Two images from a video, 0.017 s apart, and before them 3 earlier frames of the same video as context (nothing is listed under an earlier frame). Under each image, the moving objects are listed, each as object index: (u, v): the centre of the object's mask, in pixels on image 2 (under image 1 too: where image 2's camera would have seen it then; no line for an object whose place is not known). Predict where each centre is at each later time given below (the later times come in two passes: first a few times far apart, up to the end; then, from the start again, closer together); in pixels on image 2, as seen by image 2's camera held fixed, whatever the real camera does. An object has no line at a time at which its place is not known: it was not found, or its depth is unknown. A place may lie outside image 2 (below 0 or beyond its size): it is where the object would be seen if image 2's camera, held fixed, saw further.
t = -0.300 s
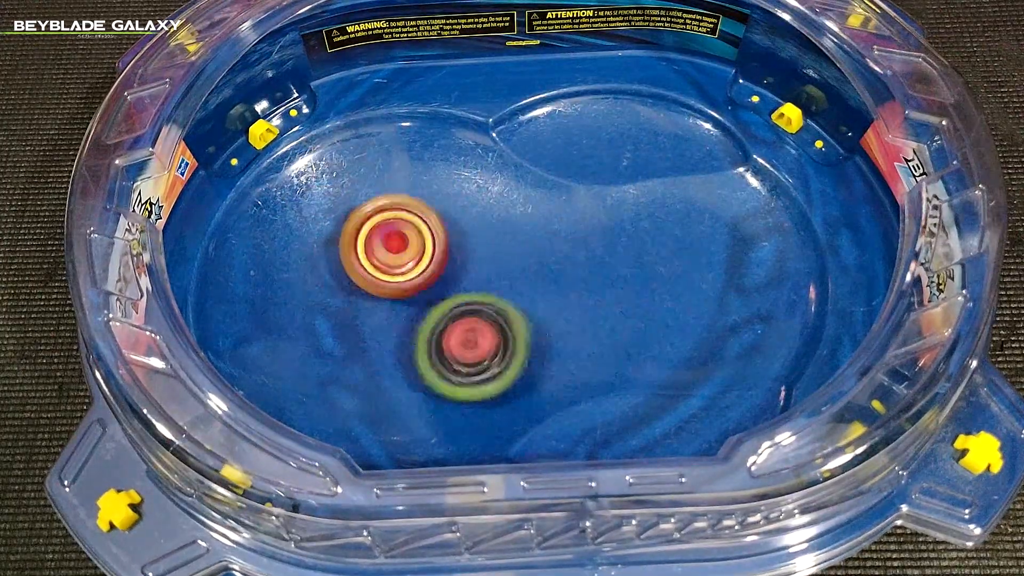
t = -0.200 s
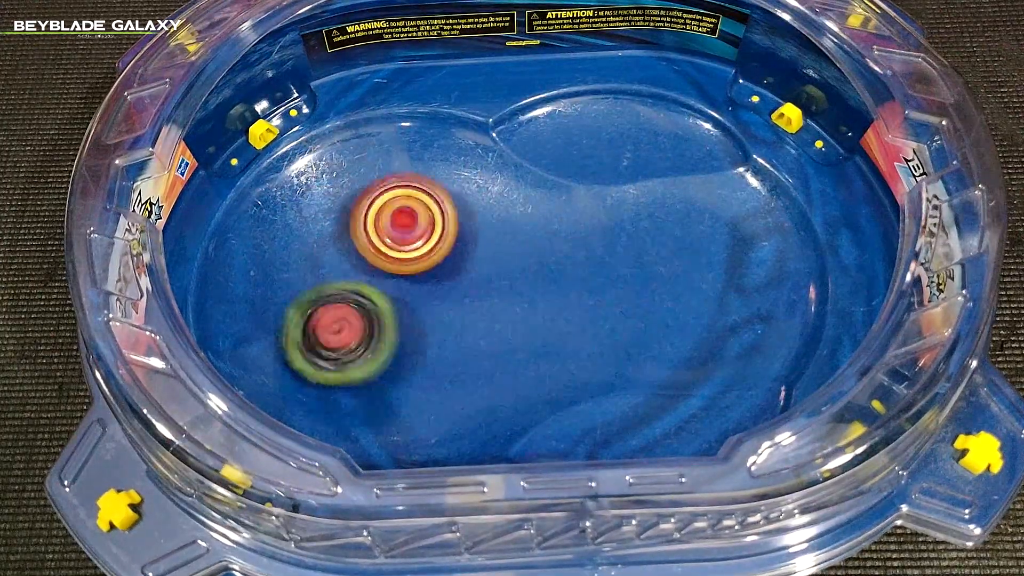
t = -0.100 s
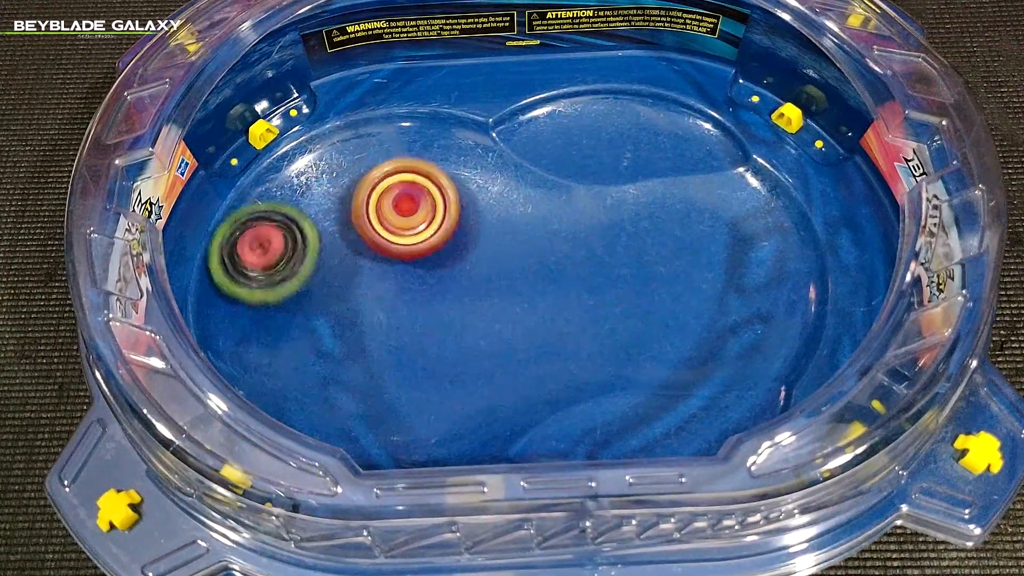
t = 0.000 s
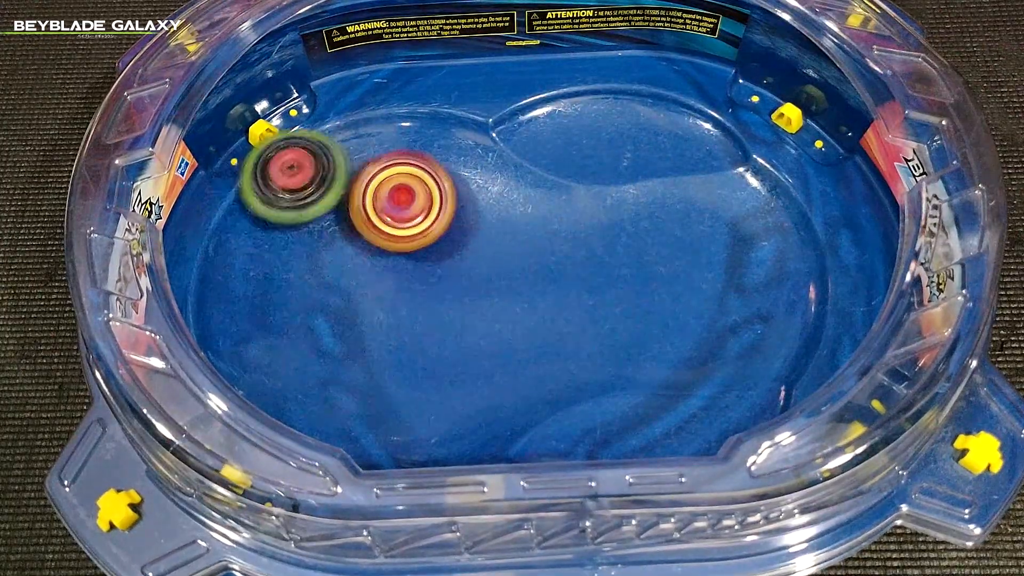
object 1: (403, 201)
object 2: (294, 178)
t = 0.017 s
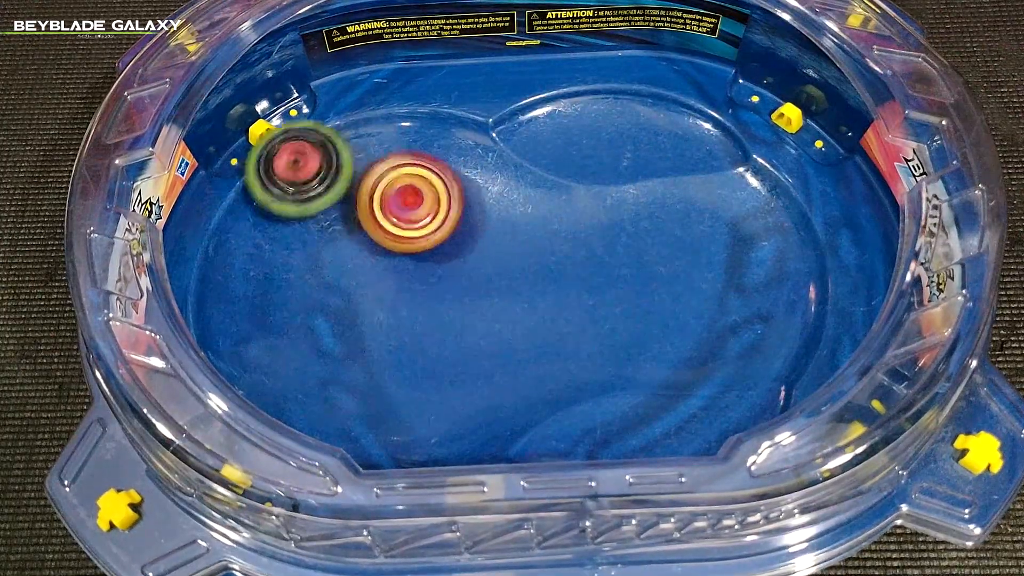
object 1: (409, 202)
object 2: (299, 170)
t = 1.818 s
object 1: (588, 239)
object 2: (376, 190)
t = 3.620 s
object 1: (704, 346)
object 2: (443, 214)
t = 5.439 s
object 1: (391, 184)
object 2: (407, 350)
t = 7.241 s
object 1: (523, 300)
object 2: (398, 279)
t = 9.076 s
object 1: (454, 339)
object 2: (397, 253)
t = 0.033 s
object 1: (418, 204)
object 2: (304, 164)
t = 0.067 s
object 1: (432, 208)
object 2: (320, 159)
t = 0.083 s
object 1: (437, 209)
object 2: (332, 161)
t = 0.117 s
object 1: (458, 216)
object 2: (346, 162)
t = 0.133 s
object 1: (479, 224)
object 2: (346, 159)
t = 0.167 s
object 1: (514, 237)
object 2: (350, 159)
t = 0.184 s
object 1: (529, 243)
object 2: (355, 161)
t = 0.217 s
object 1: (557, 252)
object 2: (369, 169)
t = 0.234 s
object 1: (571, 255)
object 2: (379, 175)
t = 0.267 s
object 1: (600, 261)
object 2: (401, 188)
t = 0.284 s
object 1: (615, 263)
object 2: (415, 197)
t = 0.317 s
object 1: (643, 265)
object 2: (440, 217)
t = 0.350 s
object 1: (672, 266)
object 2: (460, 241)
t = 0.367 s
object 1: (685, 267)
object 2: (466, 253)
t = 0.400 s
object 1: (713, 269)
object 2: (474, 277)
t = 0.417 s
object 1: (726, 270)
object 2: (475, 289)
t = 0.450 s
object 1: (752, 272)
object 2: (472, 314)
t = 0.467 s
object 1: (764, 273)
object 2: (468, 327)
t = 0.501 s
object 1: (787, 269)
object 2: (456, 351)
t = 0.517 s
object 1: (793, 264)
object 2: (446, 361)
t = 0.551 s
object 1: (801, 259)
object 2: (423, 380)
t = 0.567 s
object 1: (802, 254)
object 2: (409, 387)
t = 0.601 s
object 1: (802, 248)
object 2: (378, 396)
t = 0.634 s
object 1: (799, 241)
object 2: (345, 395)
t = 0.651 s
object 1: (796, 236)
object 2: (329, 391)
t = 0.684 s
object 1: (790, 226)
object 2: (301, 377)
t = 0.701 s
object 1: (785, 221)
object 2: (287, 367)
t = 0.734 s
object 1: (767, 216)
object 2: (266, 344)
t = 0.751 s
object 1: (756, 214)
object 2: (258, 330)
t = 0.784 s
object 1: (735, 208)
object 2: (251, 296)
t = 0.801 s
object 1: (726, 206)
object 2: (252, 279)
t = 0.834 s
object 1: (709, 203)
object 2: (263, 245)
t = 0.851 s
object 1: (702, 203)
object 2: (272, 230)
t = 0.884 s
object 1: (690, 202)
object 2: (299, 204)
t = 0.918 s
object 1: (678, 202)
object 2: (335, 185)
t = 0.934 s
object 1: (673, 202)
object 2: (355, 179)
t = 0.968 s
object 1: (660, 202)
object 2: (397, 175)
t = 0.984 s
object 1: (654, 202)
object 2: (417, 177)
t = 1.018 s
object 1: (642, 202)
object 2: (456, 187)
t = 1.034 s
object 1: (636, 203)
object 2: (474, 196)
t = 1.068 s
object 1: (623, 203)
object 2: (506, 217)
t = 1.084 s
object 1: (616, 202)
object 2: (518, 230)
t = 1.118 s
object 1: (625, 189)
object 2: (519, 267)
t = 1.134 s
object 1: (630, 185)
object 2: (518, 284)
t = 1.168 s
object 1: (635, 179)
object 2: (513, 322)
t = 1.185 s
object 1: (636, 178)
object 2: (510, 339)
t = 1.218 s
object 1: (635, 179)
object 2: (499, 372)
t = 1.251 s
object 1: (627, 182)
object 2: (479, 399)
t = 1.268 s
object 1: (622, 184)
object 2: (465, 408)
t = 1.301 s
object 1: (609, 188)
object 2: (433, 417)
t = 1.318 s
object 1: (603, 190)
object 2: (415, 418)
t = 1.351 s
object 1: (589, 192)
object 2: (378, 413)
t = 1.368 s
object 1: (582, 193)
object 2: (360, 407)
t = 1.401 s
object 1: (567, 194)
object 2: (325, 389)
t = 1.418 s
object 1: (560, 194)
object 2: (310, 378)
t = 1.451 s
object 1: (546, 195)
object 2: (286, 351)
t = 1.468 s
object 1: (538, 195)
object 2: (278, 334)
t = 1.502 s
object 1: (523, 195)
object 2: (272, 299)
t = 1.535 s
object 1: (508, 197)
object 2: (278, 265)
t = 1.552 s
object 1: (502, 197)
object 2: (285, 249)
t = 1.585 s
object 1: (488, 199)
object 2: (308, 223)
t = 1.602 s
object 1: (481, 200)
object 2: (321, 212)
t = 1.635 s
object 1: (468, 201)
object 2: (354, 194)
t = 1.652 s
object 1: (477, 203)
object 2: (356, 187)
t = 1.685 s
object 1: (513, 210)
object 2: (346, 176)
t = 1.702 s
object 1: (528, 214)
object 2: (344, 174)
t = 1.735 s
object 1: (552, 223)
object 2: (344, 172)
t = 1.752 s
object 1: (561, 227)
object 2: (348, 173)
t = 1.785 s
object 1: (578, 235)
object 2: (360, 180)
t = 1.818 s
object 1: (588, 239)
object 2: (376, 190)
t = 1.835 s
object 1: (592, 240)
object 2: (386, 196)
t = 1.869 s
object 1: (600, 241)
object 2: (408, 209)
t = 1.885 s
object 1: (603, 241)
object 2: (418, 218)
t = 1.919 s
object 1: (611, 243)
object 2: (433, 237)
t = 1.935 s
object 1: (615, 244)
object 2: (439, 247)
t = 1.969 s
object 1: (622, 246)
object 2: (446, 269)
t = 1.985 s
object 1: (626, 247)
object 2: (446, 280)
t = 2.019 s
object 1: (633, 250)
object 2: (443, 302)
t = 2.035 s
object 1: (636, 252)
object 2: (440, 314)
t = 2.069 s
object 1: (645, 255)
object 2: (428, 338)
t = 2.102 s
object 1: (652, 259)
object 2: (412, 358)
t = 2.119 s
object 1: (656, 261)
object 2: (402, 366)
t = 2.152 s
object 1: (661, 266)
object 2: (379, 379)
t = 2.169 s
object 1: (664, 268)
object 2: (367, 381)
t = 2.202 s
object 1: (671, 274)
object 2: (344, 382)
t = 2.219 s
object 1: (674, 276)
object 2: (332, 380)
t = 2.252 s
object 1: (680, 281)
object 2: (311, 369)
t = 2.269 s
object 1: (682, 284)
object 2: (305, 361)
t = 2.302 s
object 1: (687, 292)
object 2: (291, 343)
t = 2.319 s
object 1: (690, 295)
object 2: (287, 331)
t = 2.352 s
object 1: (695, 301)
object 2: (285, 307)
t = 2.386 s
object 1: (699, 307)
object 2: (288, 282)
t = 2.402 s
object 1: (701, 311)
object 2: (294, 270)
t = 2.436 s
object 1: (706, 319)
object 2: (311, 249)
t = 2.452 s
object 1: (709, 321)
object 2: (322, 240)
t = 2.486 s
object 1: (714, 327)
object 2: (350, 228)
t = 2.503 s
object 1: (716, 329)
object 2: (364, 226)
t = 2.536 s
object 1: (722, 335)
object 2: (394, 225)
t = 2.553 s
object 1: (725, 336)
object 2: (408, 227)
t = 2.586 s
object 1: (733, 338)
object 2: (433, 236)
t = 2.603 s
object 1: (737, 338)
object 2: (444, 241)
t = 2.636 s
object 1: (744, 336)
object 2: (463, 257)
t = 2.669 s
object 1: (753, 333)
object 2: (477, 275)
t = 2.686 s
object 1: (756, 329)
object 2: (483, 285)
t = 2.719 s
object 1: (760, 322)
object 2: (494, 306)
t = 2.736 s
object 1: (762, 318)
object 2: (499, 317)
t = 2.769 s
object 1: (765, 311)
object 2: (508, 340)
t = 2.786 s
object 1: (765, 306)
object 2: (509, 351)
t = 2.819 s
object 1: (763, 299)
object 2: (508, 371)
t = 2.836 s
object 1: (761, 297)
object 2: (503, 379)
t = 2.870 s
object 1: (757, 293)
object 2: (491, 391)
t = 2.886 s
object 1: (754, 291)
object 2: (483, 396)
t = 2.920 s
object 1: (746, 290)
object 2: (462, 402)
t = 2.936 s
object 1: (742, 291)
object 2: (451, 404)
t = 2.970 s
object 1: (736, 292)
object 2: (427, 406)
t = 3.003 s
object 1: (728, 294)
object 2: (403, 404)
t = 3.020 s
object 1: (723, 296)
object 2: (389, 402)
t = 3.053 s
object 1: (714, 299)
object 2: (367, 392)
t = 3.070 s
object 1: (709, 300)
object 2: (357, 385)
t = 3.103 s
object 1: (700, 301)
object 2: (341, 367)
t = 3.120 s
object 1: (694, 303)
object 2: (336, 357)
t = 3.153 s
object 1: (685, 304)
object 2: (331, 334)
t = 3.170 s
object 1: (681, 305)
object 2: (333, 322)
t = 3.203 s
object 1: (671, 305)
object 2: (339, 299)
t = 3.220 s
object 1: (666, 305)
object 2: (347, 287)
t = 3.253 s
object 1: (656, 306)
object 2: (362, 269)
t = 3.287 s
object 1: (646, 304)
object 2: (383, 256)
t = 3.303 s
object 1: (641, 304)
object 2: (392, 252)
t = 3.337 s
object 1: (630, 302)
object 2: (415, 247)
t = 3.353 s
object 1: (626, 301)
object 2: (425, 247)
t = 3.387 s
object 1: (616, 298)
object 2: (448, 246)
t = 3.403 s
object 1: (611, 297)
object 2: (459, 248)
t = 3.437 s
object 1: (601, 294)
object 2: (480, 251)
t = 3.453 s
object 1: (596, 292)
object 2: (491, 253)
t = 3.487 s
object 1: (620, 305)
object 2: (481, 243)
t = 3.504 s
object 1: (638, 316)
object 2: (473, 237)
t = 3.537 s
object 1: (666, 330)
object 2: (459, 227)
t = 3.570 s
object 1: (685, 341)
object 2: (449, 220)
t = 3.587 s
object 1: (694, 344)
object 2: (446, 217)
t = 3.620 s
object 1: (704, 346)
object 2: (443, 214)
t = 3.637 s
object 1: (708, 347)
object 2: (442, 213)
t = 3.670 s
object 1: (718, 346)
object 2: (446, 212)
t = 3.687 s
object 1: (722, 345)
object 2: (448, 211)
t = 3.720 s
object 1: (730, 343)
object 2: (456, 212)
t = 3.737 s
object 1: (735, 341)
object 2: (460, 212)
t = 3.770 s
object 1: (742, 336)
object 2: (472, 213)
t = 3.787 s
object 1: (746, 334)
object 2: (478, 214)
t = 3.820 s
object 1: (752, 327)
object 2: (492, 219)
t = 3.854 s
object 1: (756, 321)
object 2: (503, 226)
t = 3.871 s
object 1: (758, 317)
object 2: (507, 232)
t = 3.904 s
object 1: (759, 309)
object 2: (508, 242)
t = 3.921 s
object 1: (760, 306)
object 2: (506, 248)
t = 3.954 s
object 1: (759, 299)
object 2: (498, 259)
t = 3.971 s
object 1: (757, 296)
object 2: (491, 264)
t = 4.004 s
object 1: (754, 292)
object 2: (476, 273)
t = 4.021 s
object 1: (753, 290)
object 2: (467, 278)
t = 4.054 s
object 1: (747, 287)
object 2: (449, 286)
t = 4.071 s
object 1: (744, 286)
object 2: (438, 291)
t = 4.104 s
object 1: (738, 284)
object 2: (419, 299)
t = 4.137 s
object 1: (731, 283)
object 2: (398, 305)
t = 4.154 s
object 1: (729, 283)
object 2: (388, 308)
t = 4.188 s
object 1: (721, 283)
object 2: (367, 308)
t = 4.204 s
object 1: (718, 283)
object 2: (357, 307)
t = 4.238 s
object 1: (711, 281)
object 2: (341, 299)
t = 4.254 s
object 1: (707, 282)
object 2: (335, 295)
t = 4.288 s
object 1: (700, 280)
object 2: (328, 280)
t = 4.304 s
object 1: (695, 279)
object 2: (326, 274)
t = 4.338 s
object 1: (687, 278)
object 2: (329, 257)
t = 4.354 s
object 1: (683, 277)
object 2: (331, 249)
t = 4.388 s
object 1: (674, 275)
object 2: (342, 234)
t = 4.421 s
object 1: (666, 272)
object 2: (356, 221)
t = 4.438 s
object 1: (661, 271)
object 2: (364, 217)
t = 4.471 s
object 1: (653, 268)
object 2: (384, 211)
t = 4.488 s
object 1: (650, 266)
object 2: (393, 211)
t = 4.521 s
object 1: (640, 264)
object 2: (412, 215)
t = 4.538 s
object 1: (636, 262)
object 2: (421, 219)
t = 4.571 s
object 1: (628, 258)
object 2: (434, 232)
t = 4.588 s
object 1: (624, 256)
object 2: (440, 239)
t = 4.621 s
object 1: (616, 252)
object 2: (445, 256)
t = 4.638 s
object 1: (611, 250)
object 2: (446, 264)
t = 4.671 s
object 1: (605, 246)
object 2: (442, 282)
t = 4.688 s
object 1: (600, 244)
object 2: (439, 292)
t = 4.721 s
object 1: (592, 239)
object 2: (431, 311)
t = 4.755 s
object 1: (583, 234)
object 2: (420, 331)
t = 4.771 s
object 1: (579, 232)
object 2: (414, 338)
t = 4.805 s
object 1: (570, 227)
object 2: (398, 351)
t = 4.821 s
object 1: (565, 225)
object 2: (389, 356)
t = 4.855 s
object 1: (556, 220)
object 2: (369, 360)
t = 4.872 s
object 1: (551, 217)
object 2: (359, 361)
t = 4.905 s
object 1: (541, 213)
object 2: (341, 356)
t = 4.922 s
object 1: (536, 211)
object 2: (331, 351)
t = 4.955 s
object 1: (521, 207)
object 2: (316, 338)
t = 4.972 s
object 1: (512, 205)
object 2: (311, 328)
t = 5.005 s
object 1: (491, 201)
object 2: (305, 309)
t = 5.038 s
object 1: (469, 200)
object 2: (308, 287)
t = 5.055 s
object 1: (458, 199)
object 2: (312, 277)
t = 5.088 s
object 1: (436, 200)
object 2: (325, 258)
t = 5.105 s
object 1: (427, 201)
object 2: (334, 252)
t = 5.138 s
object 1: (435, 189)
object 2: (334, 251)
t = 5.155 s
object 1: (440, 182)
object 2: (335, 254)
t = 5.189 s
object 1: (445, 173)
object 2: (342, 261)
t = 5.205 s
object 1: (447, 170)
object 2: (347, 262)
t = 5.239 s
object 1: (445, 166)
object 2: (363, 267)
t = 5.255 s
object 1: (442, 165)
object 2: (372, 271)
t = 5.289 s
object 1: (432, 167)
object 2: (387, 281)
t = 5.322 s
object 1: (422, 169)
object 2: (397, 295)
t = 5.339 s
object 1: (417, 171)
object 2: (401, 304)
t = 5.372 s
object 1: (408, 175)
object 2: (406, 320)
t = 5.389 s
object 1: (404, 178)
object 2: (407, 328)
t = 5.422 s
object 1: (395, 181)
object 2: (408, 343)
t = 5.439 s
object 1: (391, 184)
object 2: (407, 350)
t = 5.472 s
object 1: (385, 188)
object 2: (403, 362)
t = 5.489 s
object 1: (382, 190)
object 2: (400, 368)
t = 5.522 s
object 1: (375, 195)
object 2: (389, 376)
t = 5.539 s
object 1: (373, 199)
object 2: (382, 378)
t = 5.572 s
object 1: (368, 205)
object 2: (369, 377)
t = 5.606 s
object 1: (365, 214)
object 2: (355, 369)
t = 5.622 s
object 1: (363, 217)
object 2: (349, 363)
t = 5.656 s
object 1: (361, 226)
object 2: (341, 347)
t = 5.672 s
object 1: (361, 230)
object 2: (342, 339)
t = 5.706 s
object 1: (364, 224)
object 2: (342, 331)
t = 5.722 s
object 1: (367, 221)
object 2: (342, 328)
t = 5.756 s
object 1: (371, 219)
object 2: (347, 319)
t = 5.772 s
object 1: (374, 214)
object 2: (349, 319)
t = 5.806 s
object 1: (381, 207)
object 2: (358, 314)
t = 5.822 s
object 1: (382, 206)
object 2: (363, 312)
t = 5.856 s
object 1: (384, 203)
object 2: (377, 308)
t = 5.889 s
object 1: (386, 200)
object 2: (389, 311)
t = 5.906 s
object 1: (386, 199)
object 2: (394, 312)
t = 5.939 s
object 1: (387, 198)
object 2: (408, 317)
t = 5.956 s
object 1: (387, 199)
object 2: (415, 320)
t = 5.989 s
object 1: (388, 198)
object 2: (430, 327)
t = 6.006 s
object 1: (389, 200)
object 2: (435, 330)
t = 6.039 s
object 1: (390, 201)
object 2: (448, 338)
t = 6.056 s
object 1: (392, 202)
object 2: (454, 340)
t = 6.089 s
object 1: (394, 205)
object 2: (461, 347)
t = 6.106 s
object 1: (396, 206)
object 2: (462, 351)
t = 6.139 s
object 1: (399, 208)
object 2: (461, 358)
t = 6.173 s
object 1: (403, 212)
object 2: (454, 362)
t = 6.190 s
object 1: (405, 214)
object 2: (449, 362)
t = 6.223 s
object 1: (410, 217)
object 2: (438, 362)
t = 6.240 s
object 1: (412, 218)
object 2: (434, 361)
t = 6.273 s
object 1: (416, 222)
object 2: (426, 353)
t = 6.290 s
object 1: (418, 224)
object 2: (422, 349)
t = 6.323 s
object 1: (423, 228)
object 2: (419, 339)
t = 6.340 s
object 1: (425, 228)
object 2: (420, 335)
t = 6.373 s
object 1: (430, 225)
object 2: (422, 333)
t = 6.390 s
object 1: (434, 225)
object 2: (421, 333)
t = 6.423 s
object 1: (438, 224)
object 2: (423, 335)
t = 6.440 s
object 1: (442, 219)
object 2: (425, 340)
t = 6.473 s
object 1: (447, 214)
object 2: (425, 345)
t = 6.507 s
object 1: (450, 215)
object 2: (420, 348)
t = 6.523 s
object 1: (452, 214)
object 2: (417, 349)
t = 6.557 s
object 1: (456, 216)
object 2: (412, 348)
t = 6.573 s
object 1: (457, 216)
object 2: (410, 347)
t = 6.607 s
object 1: (460, 219)
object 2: (403, 345)
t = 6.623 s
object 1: (461, 221)
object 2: (401, 342)
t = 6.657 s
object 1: (464, 223)
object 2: (398, 336)
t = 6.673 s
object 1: (467, 225)
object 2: (396, 333)
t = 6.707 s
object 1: (469, 229)
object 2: (394, 326)
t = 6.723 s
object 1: (471, 231)
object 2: (394, 322)
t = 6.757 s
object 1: (479, 236)
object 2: (393, 313)
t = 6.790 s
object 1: (485, 238)
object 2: (389, 312)
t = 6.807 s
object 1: (486, 240)
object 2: (387, 310)
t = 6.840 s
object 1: (490, 242)
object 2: (381, 305)
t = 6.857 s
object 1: (493, 245)
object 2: (379, 304)
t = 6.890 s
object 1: (496, 249)
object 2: (376, 299)
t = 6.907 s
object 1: (499, 250)
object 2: (376, 294)
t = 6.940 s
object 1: (503, 254)
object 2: (376, 286)
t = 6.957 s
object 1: (504, 255)
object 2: (378, 282)
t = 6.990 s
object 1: (509, 259)
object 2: (384, 275)
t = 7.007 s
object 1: (510, 262)
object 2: (388, 273)
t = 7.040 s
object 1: (513, 266)
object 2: (396, 271)
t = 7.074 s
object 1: (517, 270)
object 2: (403, 270)
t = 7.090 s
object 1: (519, 273)
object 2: (404, 270)
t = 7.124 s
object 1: (519, 279)
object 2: (406, 272)
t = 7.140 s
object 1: (520, 280)
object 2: (407, 273)
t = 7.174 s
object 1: (521, 287)
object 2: (408, 275)
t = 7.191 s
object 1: (523, 290)
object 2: (404, 275)
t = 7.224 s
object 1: (524, 296)
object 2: (400, 277)
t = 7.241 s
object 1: (523, 300)
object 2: (398, 279)
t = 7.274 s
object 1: (521, 306)
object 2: (392, 281)
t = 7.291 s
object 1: (521, 309)
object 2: (388, 281)
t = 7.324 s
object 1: (520, 314)
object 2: (382, 285)
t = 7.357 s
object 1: (519, 320)
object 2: (378, 286)
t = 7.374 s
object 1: (519, 322)
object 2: (373, 285)
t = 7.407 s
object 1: (517, 327)
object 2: (367, 283)
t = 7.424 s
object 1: (516, 330)
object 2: (366, 281)
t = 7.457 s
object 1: (515, 334)
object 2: (364, 274)
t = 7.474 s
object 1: (515, 337)
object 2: (365, 269)
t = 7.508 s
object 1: (513, 341)
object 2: (368, 263)
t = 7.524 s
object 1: (513, 342)
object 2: (371, 260)
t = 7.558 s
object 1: (511, 345)
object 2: (379, 256)
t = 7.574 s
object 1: (508, 346)
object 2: (384, 257)
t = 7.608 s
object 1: (506, 348)
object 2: (391, 261)
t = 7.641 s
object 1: (504, 350)
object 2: (395, 268)
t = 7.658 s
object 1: (503, 351)
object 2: (394, 273)
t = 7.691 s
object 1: (501, 352)
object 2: (393, 284)
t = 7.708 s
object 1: (500, 352)
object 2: (390, 290)
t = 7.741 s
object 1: (496, 351)
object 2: (384, 300)
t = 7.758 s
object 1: (494, 351)
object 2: (382, 306)
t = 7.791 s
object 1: (489, 350)
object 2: (372, 314)
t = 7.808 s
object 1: (487, 349)
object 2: (366, 315)
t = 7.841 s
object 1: (482, 348)
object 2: (356, 315)
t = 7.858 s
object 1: (480, 346)
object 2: (350, 314)
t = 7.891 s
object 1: (475, 344)
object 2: (342, 308)
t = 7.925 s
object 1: (470, 341)
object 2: (338, 298)
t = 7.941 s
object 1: (467, 340)
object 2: (337, 293)
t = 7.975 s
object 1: (461, 337)
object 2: (339, 281)
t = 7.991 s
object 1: (459, 335)
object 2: (343, 276)
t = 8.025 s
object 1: (453, 331)
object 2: (352, 266)
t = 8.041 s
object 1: (450, 329)
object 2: (356, 263)
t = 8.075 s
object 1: (446, 327)
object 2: (368, 257)
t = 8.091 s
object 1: (446, 327)
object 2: (371, 255)
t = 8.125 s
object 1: (446, 329)
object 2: (377, 251)
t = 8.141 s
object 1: (445, 330)
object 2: (383, 250)
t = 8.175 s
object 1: (448, 338)
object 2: (388, 245)
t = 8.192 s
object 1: (448, 341)
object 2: (390, 242)
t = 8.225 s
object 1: (448, 343)
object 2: (399, 242)
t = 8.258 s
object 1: (448, 341)
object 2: (408, 244)
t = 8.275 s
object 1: (448, 341)
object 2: (411, 246)
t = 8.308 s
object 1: (446, 344)
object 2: (417, 247)
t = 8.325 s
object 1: (447, 346)
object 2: (419, 247)
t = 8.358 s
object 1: (447, 347)
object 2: (421, 248)
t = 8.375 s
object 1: (447, 349)
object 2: (422, 249)
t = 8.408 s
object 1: (446, 352)
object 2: (425, 251)
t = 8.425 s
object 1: (448, 355)
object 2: (426, 251)
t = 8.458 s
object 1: (448, 359)
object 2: (427, 248)
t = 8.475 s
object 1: (448, 361)
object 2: (426, 249)
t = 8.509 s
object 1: (449, 362)
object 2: (427, 250)
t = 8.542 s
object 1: (450, 364)
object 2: (429, 251)
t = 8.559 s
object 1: (452, 363)
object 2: (428, 253)
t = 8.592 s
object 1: (452, 363)
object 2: (424, 257)
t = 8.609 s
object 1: (452, 364)
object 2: (423, 259)
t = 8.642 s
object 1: (453, 363)
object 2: (420, 263)
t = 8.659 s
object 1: (453, 361)
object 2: (417, 265)
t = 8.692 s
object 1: (454, 361)
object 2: (410, 269)
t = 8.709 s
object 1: (455, 364)
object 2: (403, 269)
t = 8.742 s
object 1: (457, 366)
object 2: (393, 267)
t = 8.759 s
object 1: (458, 367)
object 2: (388, 268)
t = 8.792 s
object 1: (460, 366)
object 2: (379, 266)
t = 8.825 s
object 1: (461, 365)
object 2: (372, 262)
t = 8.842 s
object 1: (462, 363)
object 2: (371, 260)
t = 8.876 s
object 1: (462, 360)
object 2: (367, 253)
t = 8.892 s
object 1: (462, 360)
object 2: (368, 249)
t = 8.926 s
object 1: (462, 356)
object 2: (371, 243)
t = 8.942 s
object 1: (461, 354)
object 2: (373, 239)
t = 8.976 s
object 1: (460, 350)
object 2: (381, 236)
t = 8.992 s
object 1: (459, 348)
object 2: (384, 236)
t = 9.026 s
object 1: (457, 344)
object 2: (392, 240)
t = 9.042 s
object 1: (456, 342)
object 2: (395, 245)
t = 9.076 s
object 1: (454, 339)
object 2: (397, 253)
